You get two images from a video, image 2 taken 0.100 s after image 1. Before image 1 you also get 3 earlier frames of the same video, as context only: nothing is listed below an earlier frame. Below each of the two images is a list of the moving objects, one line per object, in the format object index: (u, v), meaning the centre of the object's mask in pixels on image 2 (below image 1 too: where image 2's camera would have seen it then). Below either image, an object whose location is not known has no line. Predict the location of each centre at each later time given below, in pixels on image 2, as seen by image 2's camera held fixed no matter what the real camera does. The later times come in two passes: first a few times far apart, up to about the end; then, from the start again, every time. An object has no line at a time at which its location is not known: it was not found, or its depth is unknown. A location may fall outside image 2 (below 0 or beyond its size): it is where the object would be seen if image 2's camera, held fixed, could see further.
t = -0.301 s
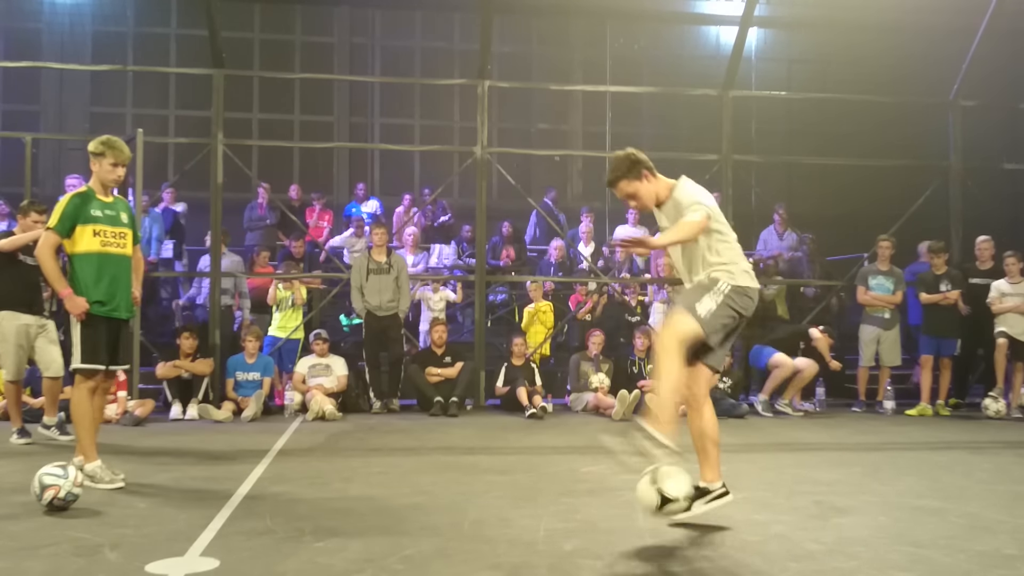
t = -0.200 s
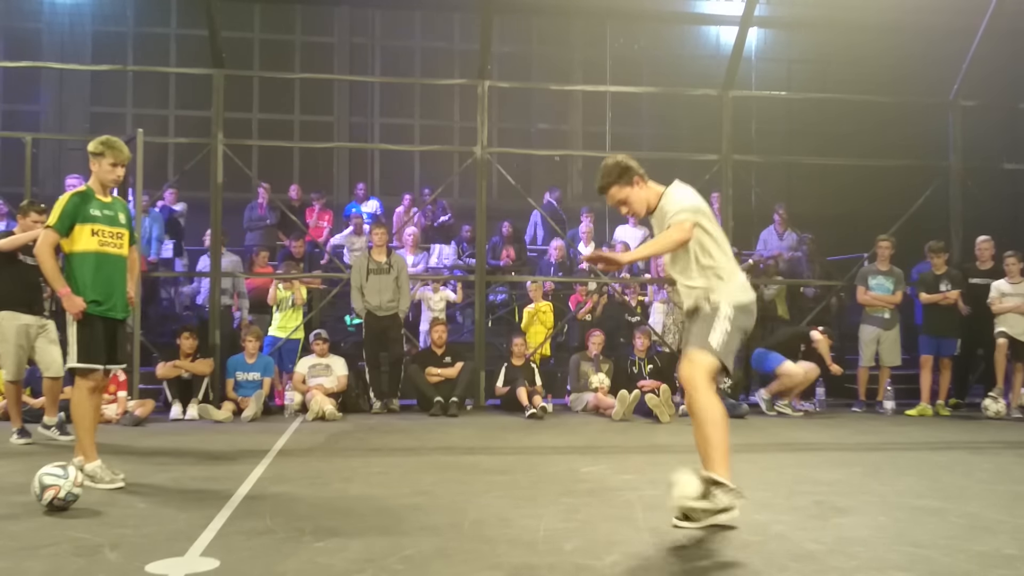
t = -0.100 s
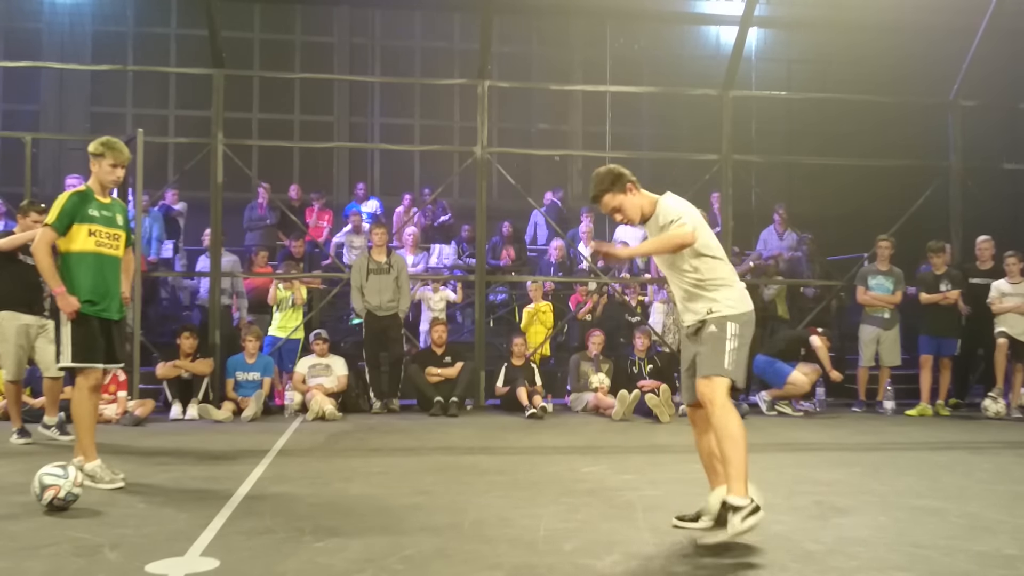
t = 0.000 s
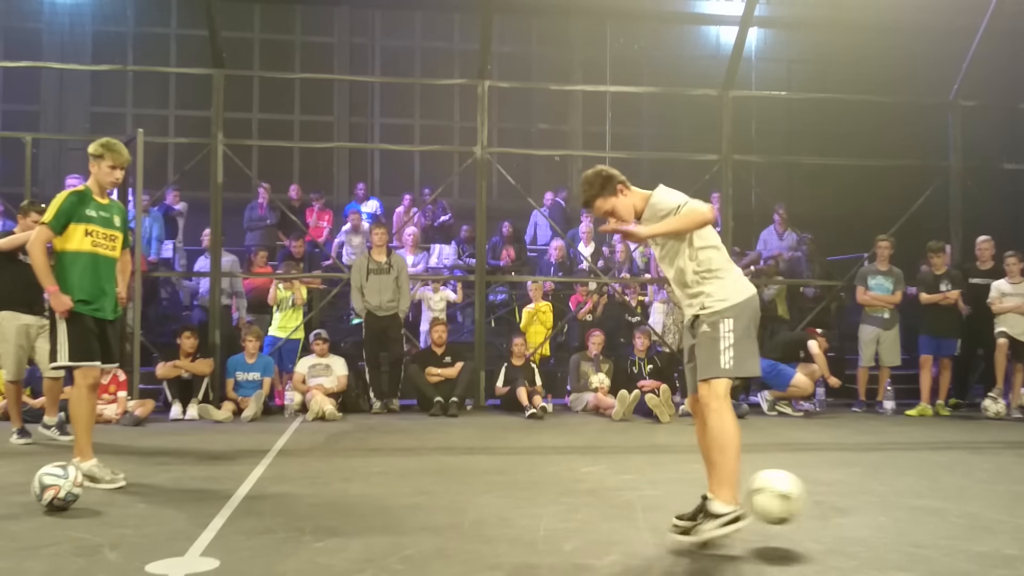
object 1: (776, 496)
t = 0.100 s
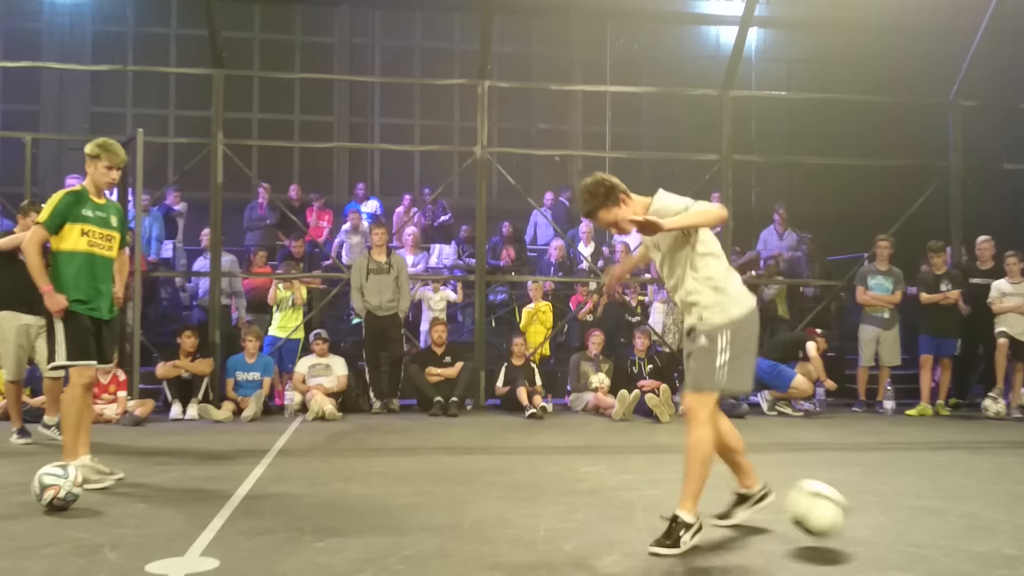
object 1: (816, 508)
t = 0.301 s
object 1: (903, 512)
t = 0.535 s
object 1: (1000, 526)
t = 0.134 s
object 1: (831, 517)
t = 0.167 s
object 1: (848, 514)
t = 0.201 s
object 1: (861, 510)
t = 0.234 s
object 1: (875, 508)
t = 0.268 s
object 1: (889, 508)
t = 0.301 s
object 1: (903, 512)
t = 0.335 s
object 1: (918, 518)
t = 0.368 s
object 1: (933, 524)
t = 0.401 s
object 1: (947, 520)
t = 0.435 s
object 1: (963, 518)
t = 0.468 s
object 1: (976, 517)
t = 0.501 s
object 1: (991, 521)
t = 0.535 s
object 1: (1000, 526)
